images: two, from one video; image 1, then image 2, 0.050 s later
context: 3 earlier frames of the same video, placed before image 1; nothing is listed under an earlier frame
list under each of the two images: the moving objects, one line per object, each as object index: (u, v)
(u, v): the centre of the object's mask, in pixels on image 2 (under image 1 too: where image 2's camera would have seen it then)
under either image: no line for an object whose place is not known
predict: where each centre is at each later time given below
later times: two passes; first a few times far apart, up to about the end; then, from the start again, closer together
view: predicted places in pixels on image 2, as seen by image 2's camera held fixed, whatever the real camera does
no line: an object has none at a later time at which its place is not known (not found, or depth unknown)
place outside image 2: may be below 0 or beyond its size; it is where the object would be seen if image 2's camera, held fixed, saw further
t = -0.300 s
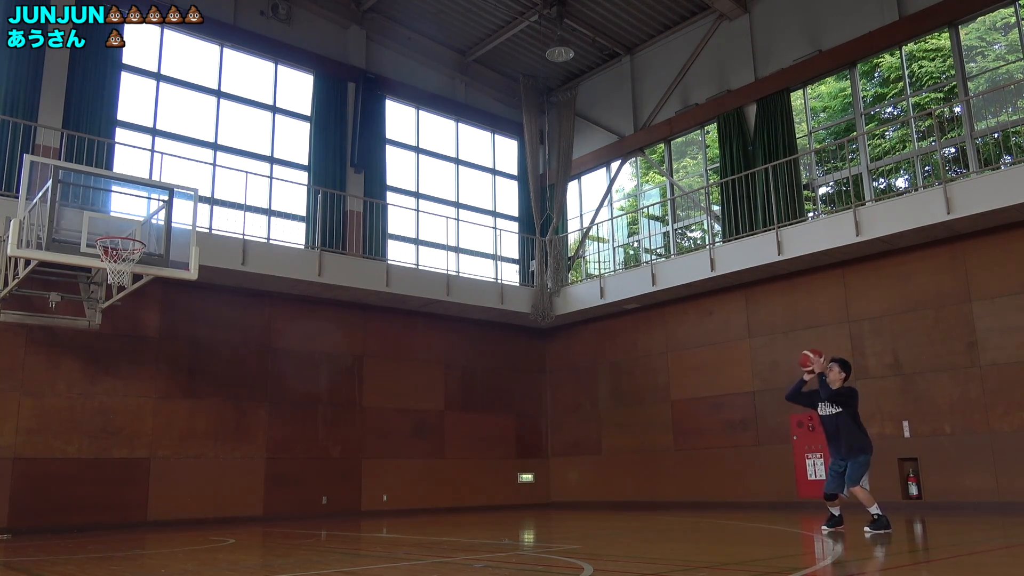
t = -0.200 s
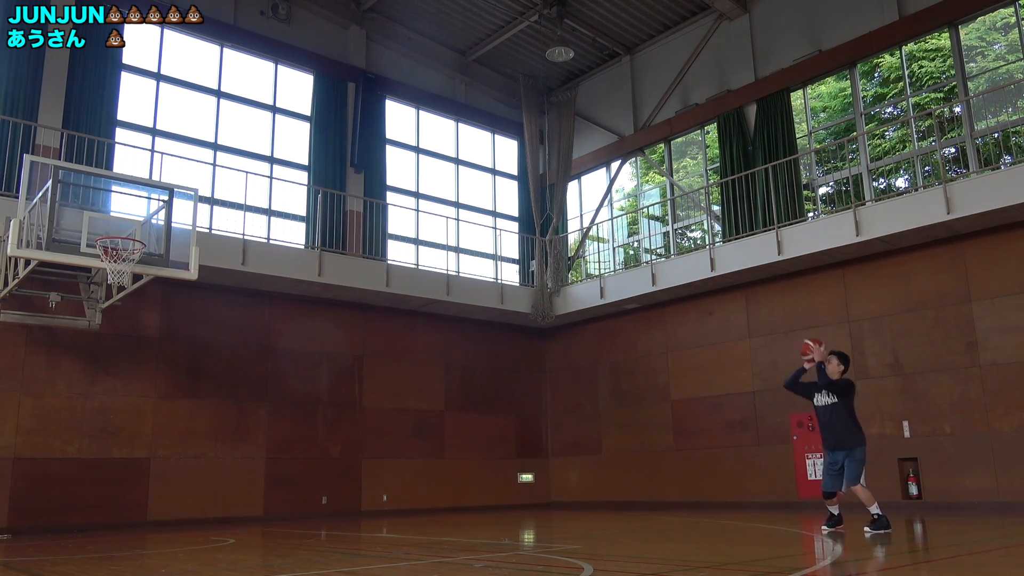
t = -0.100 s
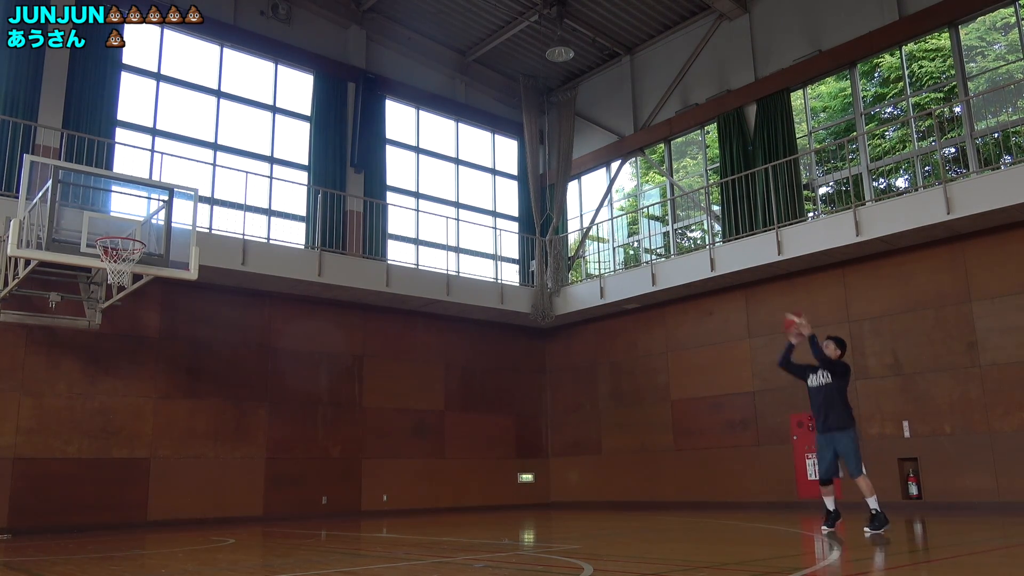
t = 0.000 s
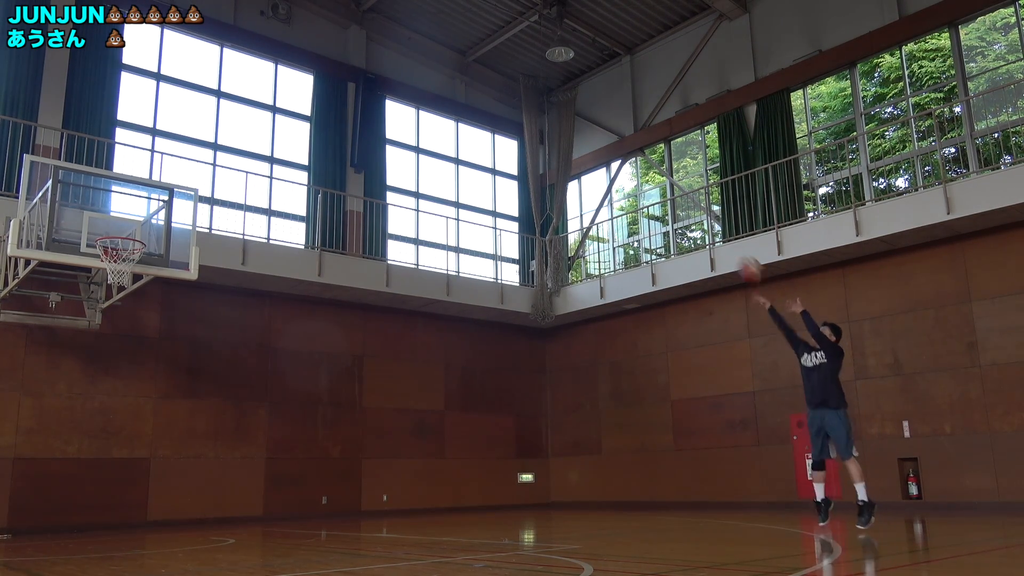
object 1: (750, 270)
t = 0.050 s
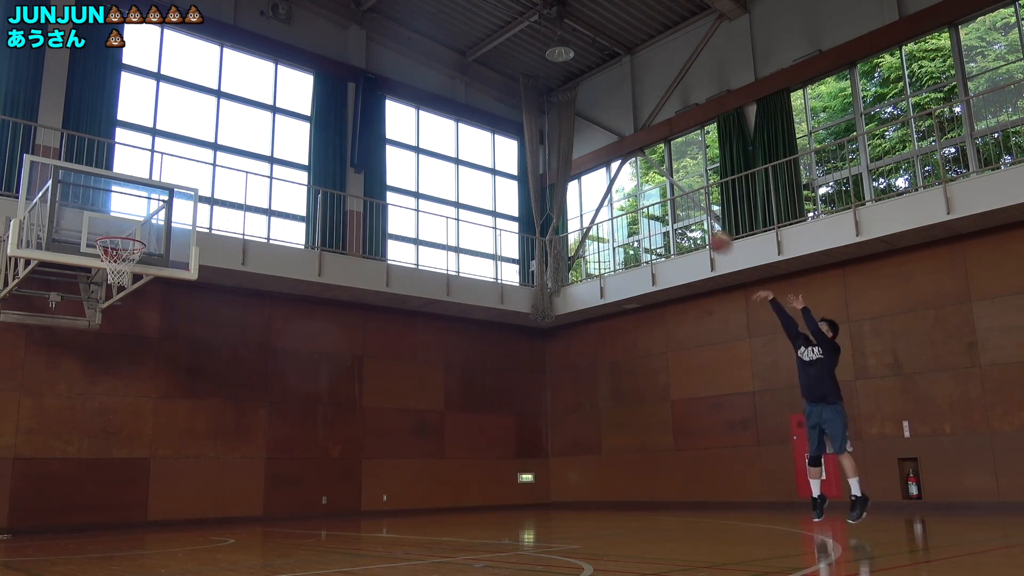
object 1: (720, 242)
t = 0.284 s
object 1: (588, 142)
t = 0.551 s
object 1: (450, 91)
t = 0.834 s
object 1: (315, 101)
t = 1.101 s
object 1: (179, 171)
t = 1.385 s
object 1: (165, 210)
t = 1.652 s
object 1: (274, 205)
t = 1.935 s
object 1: (375, 260)
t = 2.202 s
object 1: (458, 363)
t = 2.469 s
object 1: (537, 512)
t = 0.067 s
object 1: (709, 233)
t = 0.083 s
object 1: (699, 223)
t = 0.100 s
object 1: (688, 214)
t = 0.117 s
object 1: (680, 208)
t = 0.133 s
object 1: (670, 200)
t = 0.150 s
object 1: (661, 193)
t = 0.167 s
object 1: (652, 186)
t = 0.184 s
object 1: (642, 178)
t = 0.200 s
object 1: (634, 171)
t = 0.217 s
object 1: (624, 164)
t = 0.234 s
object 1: (614, 158)
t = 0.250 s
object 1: (606, 152)
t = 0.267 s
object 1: (597, 148)
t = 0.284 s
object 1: (588, 142)
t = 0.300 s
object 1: (578, 138)
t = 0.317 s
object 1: (569, 132)
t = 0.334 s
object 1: (561, 128)
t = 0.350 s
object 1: (552, 125)
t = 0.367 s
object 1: (542, 120)
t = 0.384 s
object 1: (535, 116)
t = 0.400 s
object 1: (526, 113)
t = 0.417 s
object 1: (517, 109)
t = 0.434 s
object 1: (509, 107)
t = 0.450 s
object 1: (501, 104)
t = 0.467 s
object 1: (492, 101)
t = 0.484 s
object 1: (482, 99)
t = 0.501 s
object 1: (475, 96)
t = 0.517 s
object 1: (467, 95)
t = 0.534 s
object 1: (457, 93)
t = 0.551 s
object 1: (450, 91)
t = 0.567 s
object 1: (441, 90)
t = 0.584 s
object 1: (433, 90)
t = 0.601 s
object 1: (425, 89)
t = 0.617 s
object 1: (416, 88)
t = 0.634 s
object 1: (409, 88)
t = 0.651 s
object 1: (400, 88)
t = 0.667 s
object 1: (392, 87)
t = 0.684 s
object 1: (383, 87)
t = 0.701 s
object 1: (377, 89)
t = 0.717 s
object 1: (368, 90)
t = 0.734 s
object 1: (361, 91)
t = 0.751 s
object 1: (353, 92)
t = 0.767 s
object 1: (344, 93)
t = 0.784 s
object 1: (336, 95)
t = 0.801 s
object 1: (329, 97)
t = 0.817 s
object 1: (322, 99)
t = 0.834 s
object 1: (315, 101)
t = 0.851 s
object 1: (304, 104)
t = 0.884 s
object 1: (287, 110)
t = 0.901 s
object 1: (280, 113)
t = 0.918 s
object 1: (272, 116)
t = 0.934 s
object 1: (264, 120)
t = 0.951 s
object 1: (255, 124)
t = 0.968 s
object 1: (247, 128)
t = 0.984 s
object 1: (238, 133)
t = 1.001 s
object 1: (229, 138)
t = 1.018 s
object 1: (221, 143)
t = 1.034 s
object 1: (213, 148)
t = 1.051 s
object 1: (206, 152)
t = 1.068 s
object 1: (196, 159)
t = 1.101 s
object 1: (179, 171)
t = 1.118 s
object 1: (171, 178)
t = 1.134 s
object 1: (162, 186)
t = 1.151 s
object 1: (157, 191)
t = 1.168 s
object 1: (146, 197)
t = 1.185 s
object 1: (136, 206)
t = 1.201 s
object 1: (128, 214)
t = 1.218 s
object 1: (118, 223)
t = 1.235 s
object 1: (111, 229)
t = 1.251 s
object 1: (104, 232)
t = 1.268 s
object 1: (112, 230)
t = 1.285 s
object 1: (120, 229)
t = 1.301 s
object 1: (128, 226)
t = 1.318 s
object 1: (136, 222)
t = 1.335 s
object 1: (143, 219)
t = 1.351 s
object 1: (151, 216)
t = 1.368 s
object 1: (158, 212)
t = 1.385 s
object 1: (165, 210)
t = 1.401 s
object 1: (173, 208)
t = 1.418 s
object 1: (179, 206)
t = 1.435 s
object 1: (189, 204)
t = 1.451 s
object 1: (195, 203)
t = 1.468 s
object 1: (202, 202)
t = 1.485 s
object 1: (209, 201)
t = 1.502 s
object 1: (216, 201)
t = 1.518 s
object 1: (222, 200)
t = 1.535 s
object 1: (229, 200)
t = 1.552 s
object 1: (236, 201)
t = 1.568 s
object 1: (243, 200)
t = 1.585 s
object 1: (249, 201)
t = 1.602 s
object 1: (255, 202)
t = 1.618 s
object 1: (262, 204)
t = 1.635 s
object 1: (268, 204)
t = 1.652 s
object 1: (274, 205)
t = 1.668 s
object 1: (281, 207)
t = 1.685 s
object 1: (287, 208)
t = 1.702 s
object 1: (293, 210)
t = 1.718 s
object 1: (300, 212)
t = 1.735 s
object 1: (306, 214)
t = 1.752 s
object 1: (312, 217)
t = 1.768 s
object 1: (317, 221)
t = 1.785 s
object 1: (323, 223)
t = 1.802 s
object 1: (329, 226)
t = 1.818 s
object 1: (334, 230)
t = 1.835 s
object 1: (339, 234)
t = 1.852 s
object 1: (344, 238)
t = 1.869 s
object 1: (350, 242)
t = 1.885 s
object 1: (356, 247)
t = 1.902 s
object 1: (362, 250)
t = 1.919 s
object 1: (367, 255)
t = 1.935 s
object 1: (375, 260)
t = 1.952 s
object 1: (378, 265)
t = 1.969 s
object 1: (384, 271)
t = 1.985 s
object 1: (390, 276)
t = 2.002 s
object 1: (395, 281)
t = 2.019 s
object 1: (402, 287)
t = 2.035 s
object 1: (406, 293)
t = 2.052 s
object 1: (411, 299)
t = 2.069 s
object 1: (415, 305)
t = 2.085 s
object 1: (421, 312)
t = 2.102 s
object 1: (426, 318)
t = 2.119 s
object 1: (431, 325)
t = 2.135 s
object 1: (435, 333)
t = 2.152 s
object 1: (441, 340)
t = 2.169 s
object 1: (446, 348)
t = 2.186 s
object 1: (452, 355)
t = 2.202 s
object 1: (458, 363)
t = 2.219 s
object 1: (463, 372)
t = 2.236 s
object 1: (468, 380)
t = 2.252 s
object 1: (473, 389)
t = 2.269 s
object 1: (477, 398)
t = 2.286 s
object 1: (482, 406)
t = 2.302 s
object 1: (487, 415)
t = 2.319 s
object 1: (492, 424)
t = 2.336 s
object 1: (497, 434)
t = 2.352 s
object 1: (502, 443)
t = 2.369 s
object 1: (507, 453)
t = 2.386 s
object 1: (512, 462)
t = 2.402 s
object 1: (516, 473)
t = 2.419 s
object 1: (521, 484)
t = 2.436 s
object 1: (527, 496)
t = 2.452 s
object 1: (531, 505)
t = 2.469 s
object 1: (537, 512)
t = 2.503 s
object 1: (542, 499)
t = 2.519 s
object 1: (544, 490)
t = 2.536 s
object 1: (547, 482)
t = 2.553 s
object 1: (549, 474)
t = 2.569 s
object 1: (552, 468)
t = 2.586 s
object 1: (555, 461)
